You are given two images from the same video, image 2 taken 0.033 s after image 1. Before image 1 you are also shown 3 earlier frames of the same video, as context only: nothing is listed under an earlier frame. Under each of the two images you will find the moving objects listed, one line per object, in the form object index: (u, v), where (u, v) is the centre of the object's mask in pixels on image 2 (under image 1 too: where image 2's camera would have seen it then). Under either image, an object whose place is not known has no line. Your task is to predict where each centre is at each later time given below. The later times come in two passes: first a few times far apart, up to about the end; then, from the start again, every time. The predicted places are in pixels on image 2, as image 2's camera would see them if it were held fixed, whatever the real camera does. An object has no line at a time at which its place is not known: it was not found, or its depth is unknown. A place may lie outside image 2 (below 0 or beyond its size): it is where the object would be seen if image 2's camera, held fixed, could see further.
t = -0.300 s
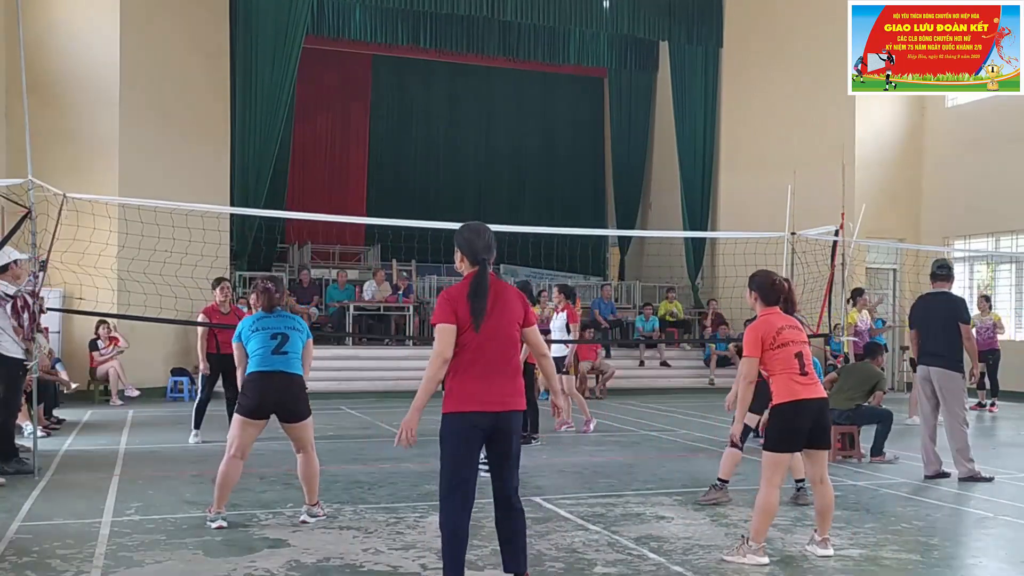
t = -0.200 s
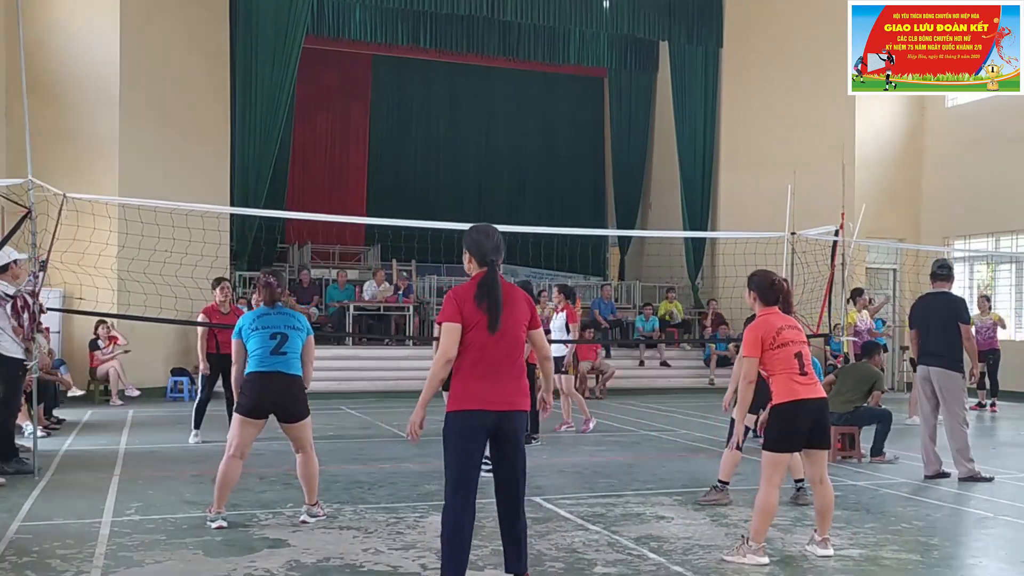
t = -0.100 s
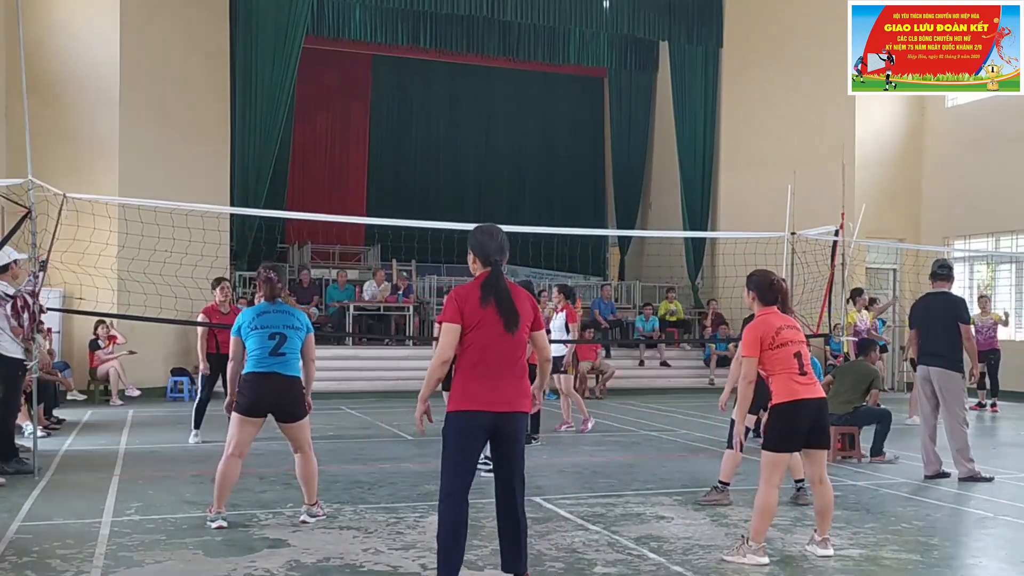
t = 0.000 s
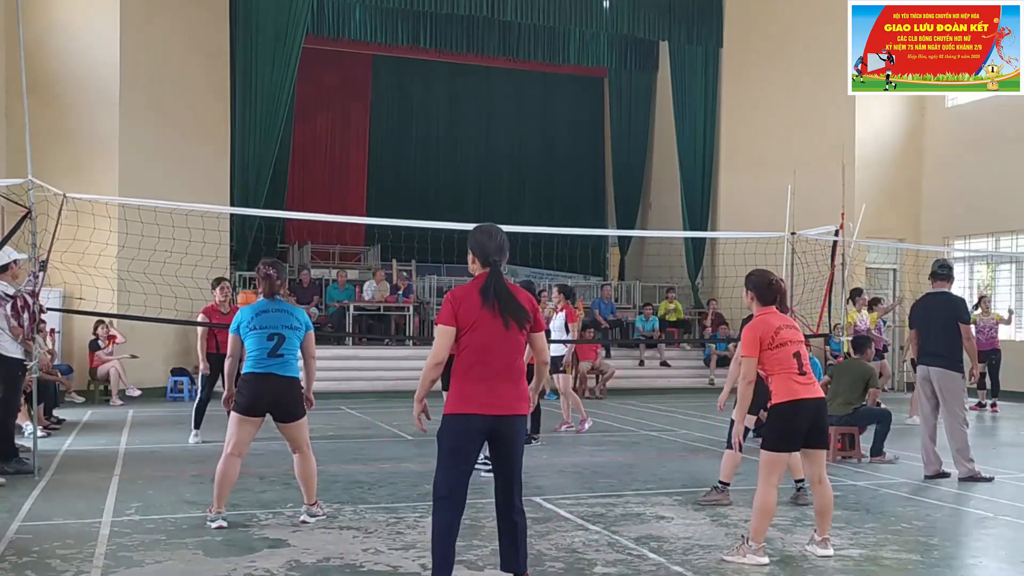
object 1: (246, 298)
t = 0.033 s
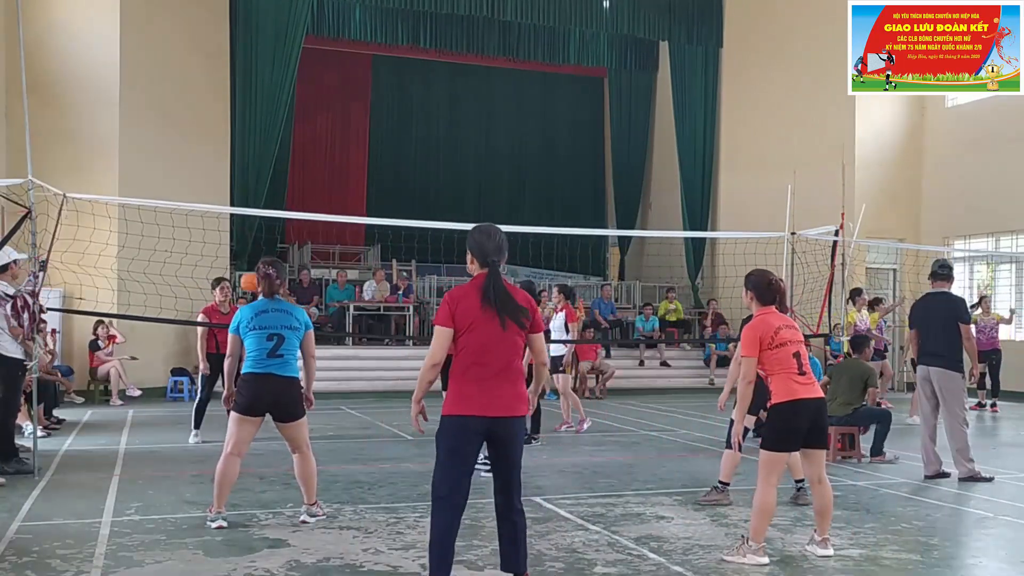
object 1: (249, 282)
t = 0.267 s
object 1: (280, 179)
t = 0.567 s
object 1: (325, 106)
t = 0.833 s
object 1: (371, 115)
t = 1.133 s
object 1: (430, 235)
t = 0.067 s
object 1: (251, 263)
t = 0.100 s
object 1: (258, 248)
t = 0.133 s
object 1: (262, 233)
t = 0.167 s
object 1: (266, 222)
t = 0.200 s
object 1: (271, 202)
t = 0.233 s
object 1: (275, 191)
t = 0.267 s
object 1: (280, 179)
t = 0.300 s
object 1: (285, 167)
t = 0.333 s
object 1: (289, 156)
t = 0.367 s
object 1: (294, 146)
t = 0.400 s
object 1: (299, 137)
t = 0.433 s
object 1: (304, 129)
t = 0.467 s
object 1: (309, 122)
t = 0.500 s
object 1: (315, 115)
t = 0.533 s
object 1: (320, 110)
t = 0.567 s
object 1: (325, 106)
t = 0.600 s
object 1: (330, 103)
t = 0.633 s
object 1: (336, 101)
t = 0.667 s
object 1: (341, 100)
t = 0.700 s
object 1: (347, 101)
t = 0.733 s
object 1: (353, 102)
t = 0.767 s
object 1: (359, 105)
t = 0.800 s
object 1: (365, 110)
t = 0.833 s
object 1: (371, 115)
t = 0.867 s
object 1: (377, 123)
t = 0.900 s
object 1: (383, 131)
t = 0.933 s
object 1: (390, 141)
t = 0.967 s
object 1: (396, 152)
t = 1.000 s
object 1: (403, 165)
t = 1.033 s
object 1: (409, 180)
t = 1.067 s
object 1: (416, 196)
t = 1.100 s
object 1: (423, 214)
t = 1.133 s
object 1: (430, 235)
